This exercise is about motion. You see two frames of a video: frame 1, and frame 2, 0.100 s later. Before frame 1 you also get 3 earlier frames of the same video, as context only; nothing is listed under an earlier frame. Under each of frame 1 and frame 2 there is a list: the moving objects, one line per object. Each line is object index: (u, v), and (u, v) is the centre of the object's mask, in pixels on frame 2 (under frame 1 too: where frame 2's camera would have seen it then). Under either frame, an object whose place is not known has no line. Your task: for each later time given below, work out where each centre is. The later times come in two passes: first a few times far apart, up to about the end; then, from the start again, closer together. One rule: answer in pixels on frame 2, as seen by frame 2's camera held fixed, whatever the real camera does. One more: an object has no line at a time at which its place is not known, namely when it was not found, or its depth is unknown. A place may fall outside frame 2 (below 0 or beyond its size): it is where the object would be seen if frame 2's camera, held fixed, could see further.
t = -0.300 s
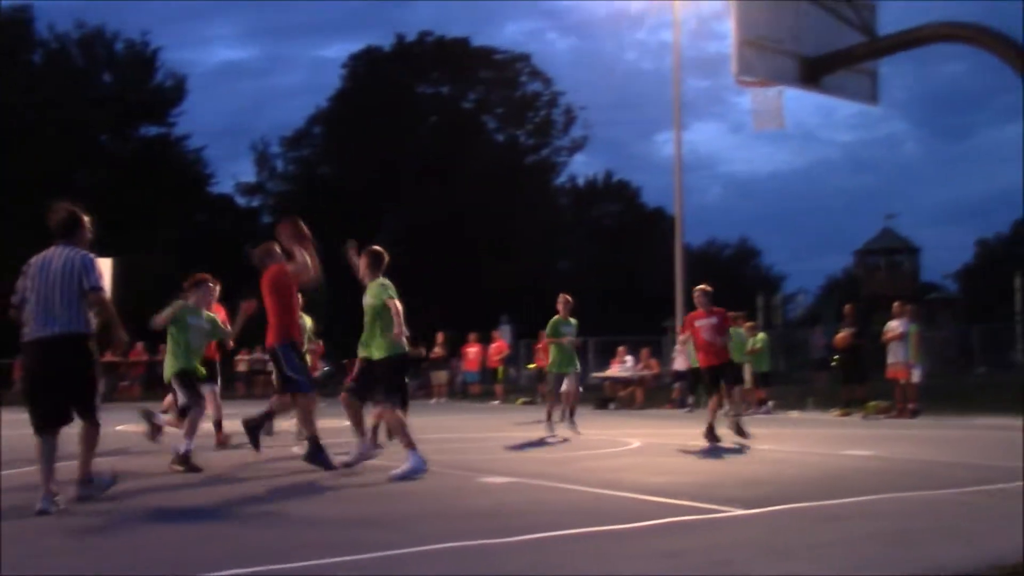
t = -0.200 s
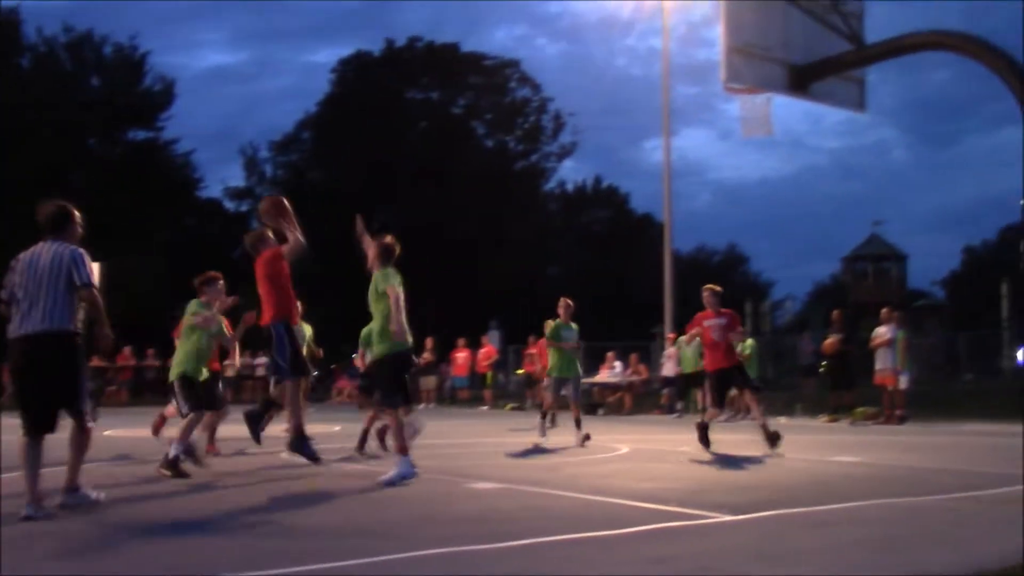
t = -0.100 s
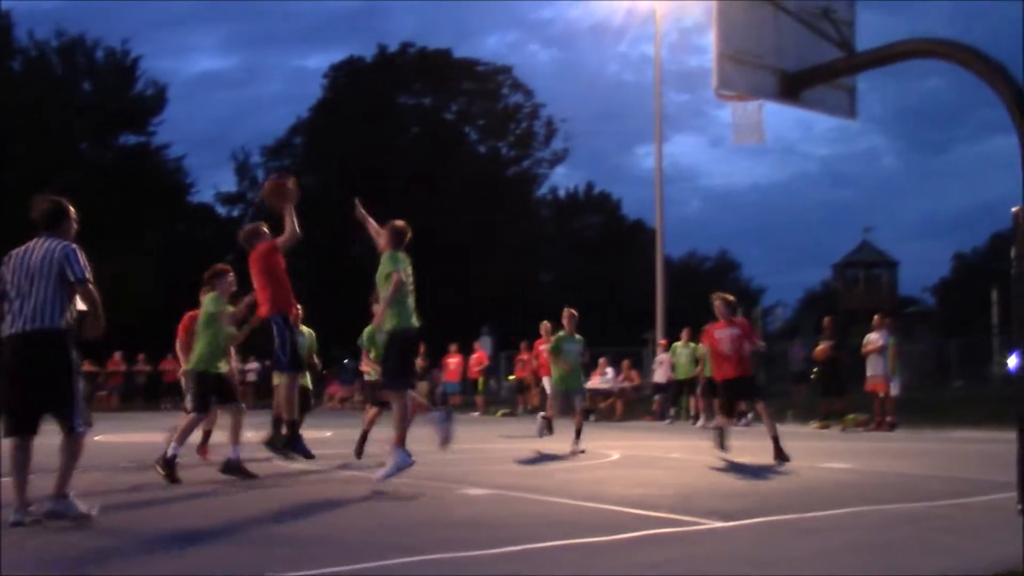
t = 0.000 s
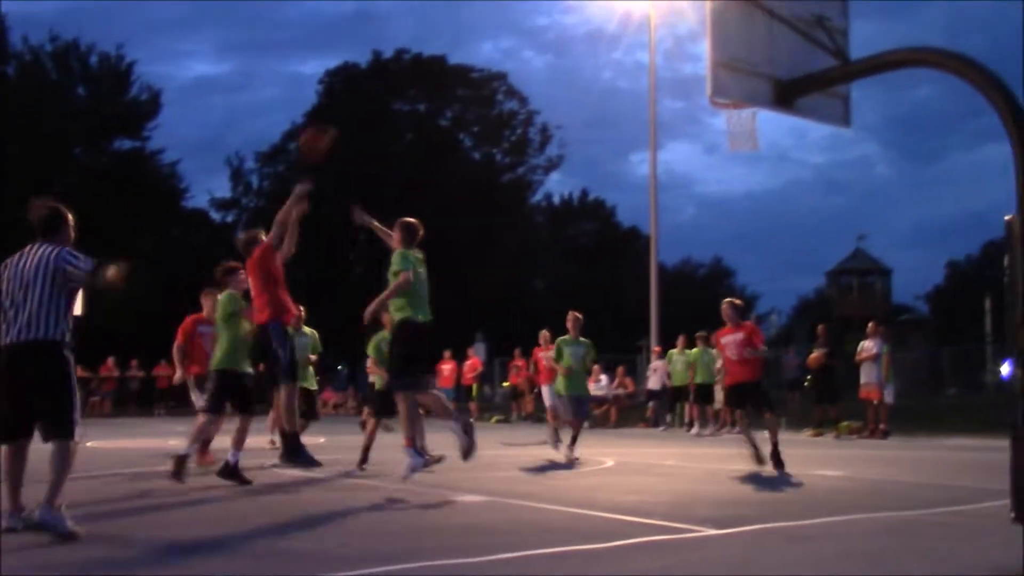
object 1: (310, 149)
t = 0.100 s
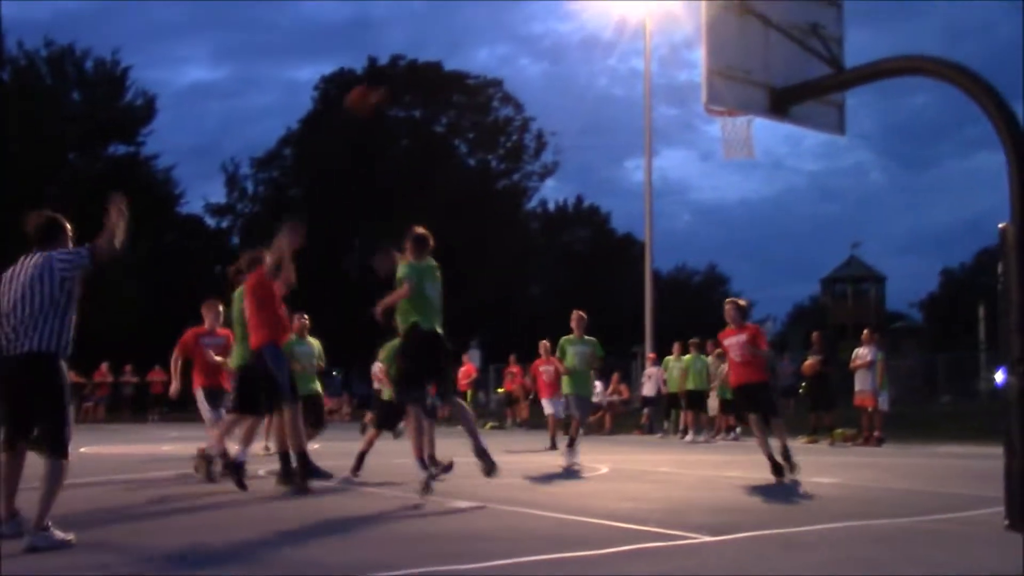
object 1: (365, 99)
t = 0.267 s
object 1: (453, 43)
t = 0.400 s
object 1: (524, 22)
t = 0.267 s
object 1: (453, 43)
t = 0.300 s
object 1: (471, 36)
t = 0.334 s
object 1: (489, 30)
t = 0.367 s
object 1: (506, 25)
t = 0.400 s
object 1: (524, 22)
